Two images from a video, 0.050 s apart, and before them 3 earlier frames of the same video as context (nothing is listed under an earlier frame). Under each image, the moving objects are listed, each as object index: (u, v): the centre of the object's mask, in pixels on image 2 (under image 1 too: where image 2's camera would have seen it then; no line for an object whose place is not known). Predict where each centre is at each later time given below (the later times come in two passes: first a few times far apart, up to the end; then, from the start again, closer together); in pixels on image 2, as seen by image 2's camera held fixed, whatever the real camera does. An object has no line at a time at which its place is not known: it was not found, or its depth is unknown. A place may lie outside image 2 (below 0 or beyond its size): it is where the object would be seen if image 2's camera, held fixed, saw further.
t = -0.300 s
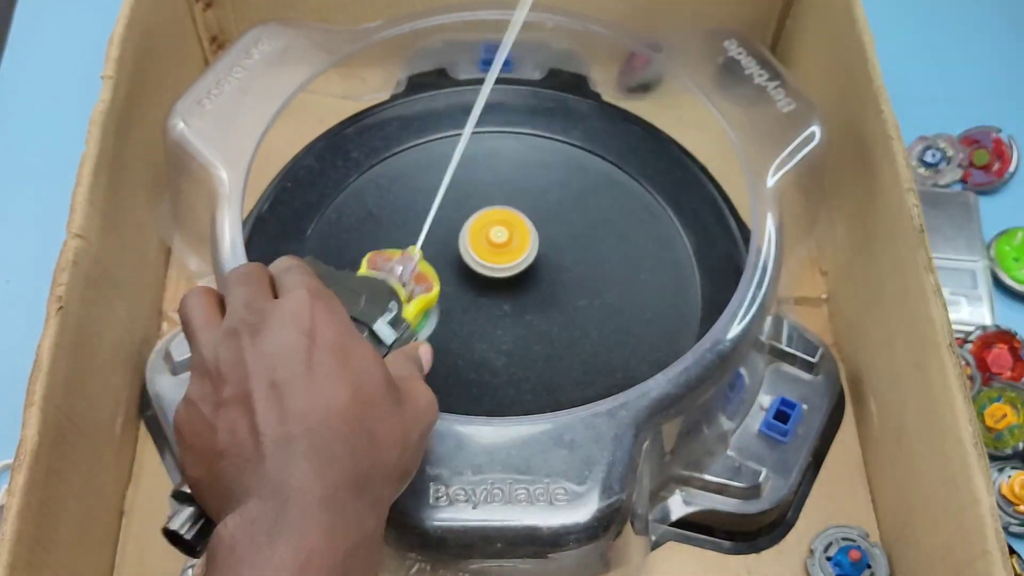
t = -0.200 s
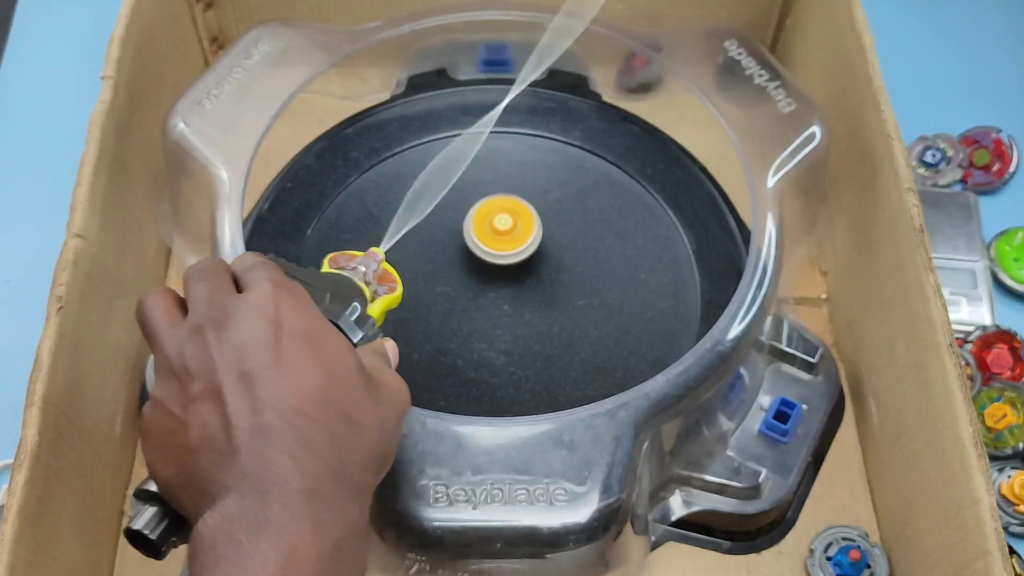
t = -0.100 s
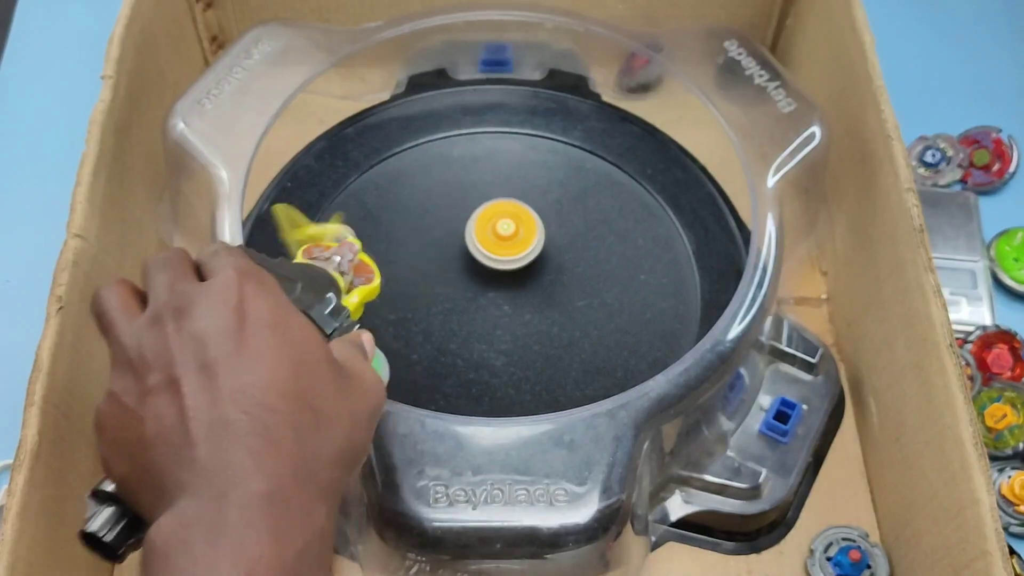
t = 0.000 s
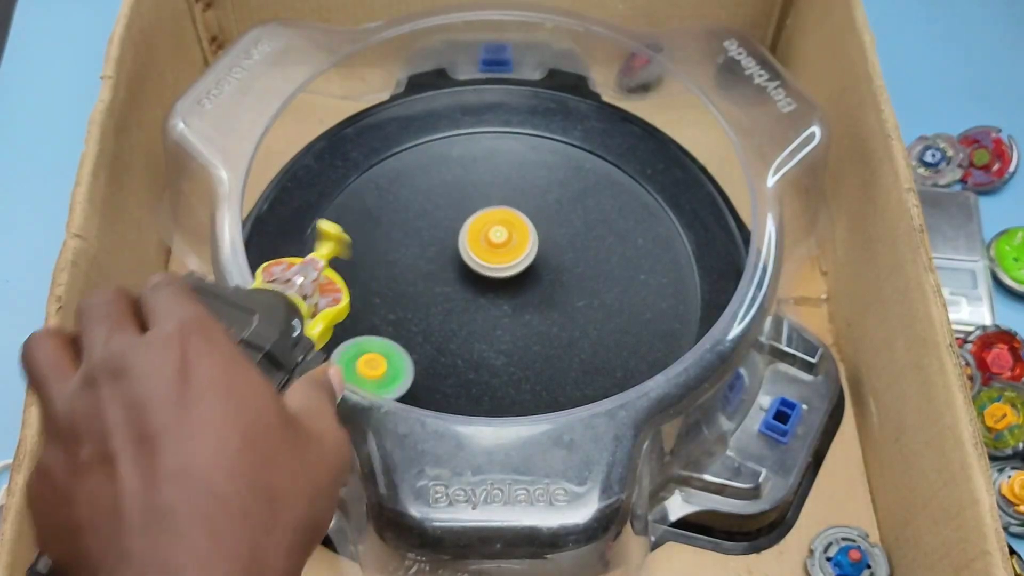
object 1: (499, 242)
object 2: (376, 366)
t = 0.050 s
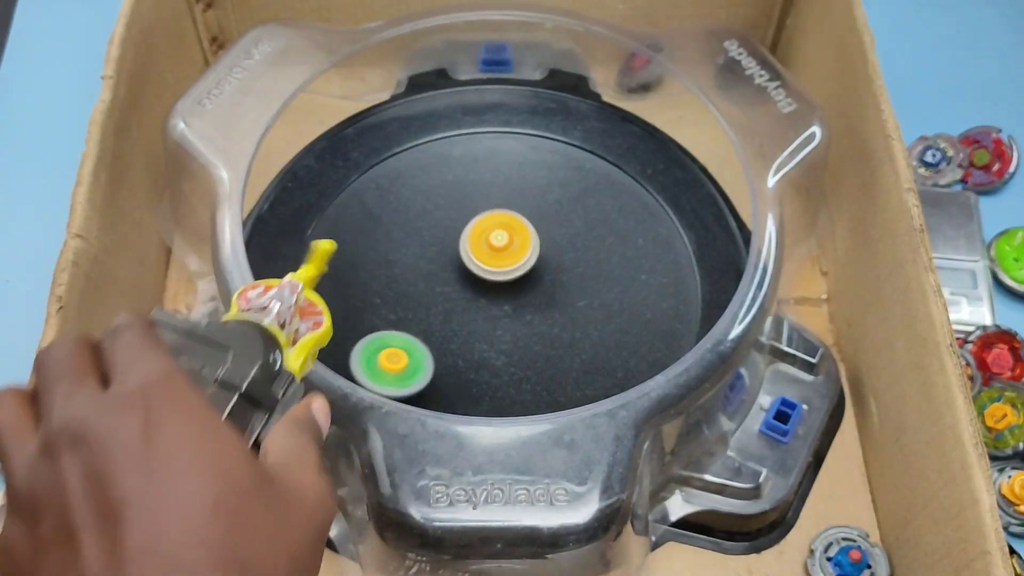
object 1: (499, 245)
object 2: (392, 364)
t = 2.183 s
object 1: (499, 325)
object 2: (530, 202)
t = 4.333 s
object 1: (523, 234)
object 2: (471, 343)
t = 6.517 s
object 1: (461, 281)
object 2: (521, 227)
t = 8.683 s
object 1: (517, 285)
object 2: (488, 346)
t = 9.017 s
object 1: (509, 286)
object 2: (448, 329)
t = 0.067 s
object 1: (501, 247)
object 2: (399, 358)
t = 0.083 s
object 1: (502, 248)
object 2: (406, 353)
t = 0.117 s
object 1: (504, 250)
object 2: (422, 343)
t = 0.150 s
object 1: (507, 253)
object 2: (436, 333)
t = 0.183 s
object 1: (512, 256)
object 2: (449, 322)
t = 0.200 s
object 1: (515, 256)
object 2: (454, 316)
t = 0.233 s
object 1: (520, 257)
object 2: (463, 305)
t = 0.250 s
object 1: (523, 257)
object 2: (466, 299)
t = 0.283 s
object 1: (549, 246)
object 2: (451, 296)
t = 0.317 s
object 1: (570, 237)
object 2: (435, 293)
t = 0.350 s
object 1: (584, 229)
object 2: (426, 289)
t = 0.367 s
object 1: (589, 226)
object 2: (423, 287)
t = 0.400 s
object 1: (594, 221)
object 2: (417, 282)
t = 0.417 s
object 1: (594, 218)
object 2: (415, 280)
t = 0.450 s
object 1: (594, 212)
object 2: (412, 275)
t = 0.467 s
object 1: (593, 209)
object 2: (410, 273)
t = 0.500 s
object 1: (589, 203)
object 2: (407, 270)
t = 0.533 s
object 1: (583, 198)
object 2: (404, 267)
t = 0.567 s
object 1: (574, 194)
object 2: (401, 264)
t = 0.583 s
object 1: (569, 193)
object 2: (400, 263)
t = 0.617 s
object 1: (559, 194)
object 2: (398, 262)
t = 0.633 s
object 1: (554, 196)
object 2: (398, 261)
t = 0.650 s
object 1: (549, 198)
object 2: (398, 260)
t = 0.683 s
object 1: (541, 203)
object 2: (399, 258)
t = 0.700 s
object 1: (538, 207)
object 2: (400, 258)
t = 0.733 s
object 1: (533, 213)
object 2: (402, 256)
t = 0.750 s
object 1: (531, 216)
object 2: (403, 256)
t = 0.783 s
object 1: (528, 223)
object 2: (405, 255)
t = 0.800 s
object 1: (528, 227)
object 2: (406, 255)
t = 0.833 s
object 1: (528, 236)
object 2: (407, 253)
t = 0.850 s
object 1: (528, 241)
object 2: (408, 253)
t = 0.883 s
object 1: (530, 250)
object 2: (409, 253)
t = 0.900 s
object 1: (532, 255)
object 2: (410, 252)
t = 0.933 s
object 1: (536, 263)
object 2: (411, 250)
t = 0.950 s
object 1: (538, 268)
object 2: (412, 249)
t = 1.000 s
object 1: (544, 281)
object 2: (416, 246)
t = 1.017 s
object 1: (547, 284)
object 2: (418, 246)
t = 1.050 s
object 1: (553, 289)
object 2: (421, 245)
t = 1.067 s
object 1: (556, 290)
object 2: (422, 245)
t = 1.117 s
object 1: (566, 297)
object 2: (429, 241)
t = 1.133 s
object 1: (569, 299)
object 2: (432, 239)
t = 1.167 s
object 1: (576, 301)
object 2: (437, 236)
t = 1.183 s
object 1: (579, 301)
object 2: (440, 235)
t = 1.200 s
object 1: (582, 301)
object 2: (442, 234)
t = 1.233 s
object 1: (587, 298)
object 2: (448, 232)
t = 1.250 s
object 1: (589, 296)
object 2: (452, 230)
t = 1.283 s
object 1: (593, 294)
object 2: (459, 227)
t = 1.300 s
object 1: (595, 292)
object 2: (462, 225)
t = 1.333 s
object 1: (595, 288)
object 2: (469, 221)
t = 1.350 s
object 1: (592, 287)
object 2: (472, 219)
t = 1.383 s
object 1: (587, 285)
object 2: (477, 216)
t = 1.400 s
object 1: (584, 284)
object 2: (480, 214)
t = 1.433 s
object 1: (577, 284)
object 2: (485, 212)
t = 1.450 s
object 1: (574, 284)
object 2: (488, 211)
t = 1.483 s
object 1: (568, 285)
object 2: (492, 210)
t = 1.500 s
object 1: (565, 286)
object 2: (494, 210)
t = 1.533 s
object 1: (560, 289)
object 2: (498, 209)
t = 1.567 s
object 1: (553, 293)
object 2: (502, 208)
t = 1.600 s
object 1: (548, 296)
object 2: (505, 207)
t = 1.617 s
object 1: (545, 299)
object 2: (507, 207)
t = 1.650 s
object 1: (539, 304)
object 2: (512, 206)
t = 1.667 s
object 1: (536, 307)
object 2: (513, 205)
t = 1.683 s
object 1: (533, 310)
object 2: (515, 204)
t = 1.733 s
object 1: (528, 317)
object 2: (520, 202)
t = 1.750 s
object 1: (527, 319)
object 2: (522, 200)
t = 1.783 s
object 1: (526, 325)
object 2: (526, 198)
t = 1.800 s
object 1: (525, 328)
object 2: (529, 198)
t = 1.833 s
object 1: (523, 332)
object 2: (531, 196)
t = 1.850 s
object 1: (523, 334)
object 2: (532, 196)
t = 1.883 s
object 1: (523, 336)
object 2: (533, 195)
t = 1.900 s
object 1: (522, 336)
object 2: (534, 195)
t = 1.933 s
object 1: (524, 336)
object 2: (535, 194)
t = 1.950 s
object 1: (524, 336)
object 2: (536, 194)
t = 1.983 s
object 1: (524, 337)
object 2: (536, 194)
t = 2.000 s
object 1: (524, 336)
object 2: (535, 194)
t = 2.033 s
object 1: (521, 335)
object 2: (534, 195)
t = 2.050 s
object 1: (520, 335)
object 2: (534, 195)
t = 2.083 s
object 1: (515, 332)
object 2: (533, 196)
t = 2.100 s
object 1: (513, 331)
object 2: (532, 196)
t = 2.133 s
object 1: (508, 329)
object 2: (531, 198)
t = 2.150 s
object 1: (505, 327)
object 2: (530, 200)
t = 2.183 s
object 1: (499, 325)
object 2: (530, 202)
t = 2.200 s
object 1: (496, 324)
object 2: (530, 204)
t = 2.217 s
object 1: (492, 324)
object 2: (530, 205)
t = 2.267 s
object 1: (482, 323)
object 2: (529, 210)
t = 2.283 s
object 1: (478, 323)
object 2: (530, 212)
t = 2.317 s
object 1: (473, 324)
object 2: (532, 216)
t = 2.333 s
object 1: (471, 324)
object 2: (534, 218)
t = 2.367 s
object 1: (466, 326)
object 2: (538, 224)
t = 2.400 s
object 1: (461, 328)
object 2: (542, 229)
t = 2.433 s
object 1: (459, 328)
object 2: (547, 233)
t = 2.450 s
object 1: (458, 328)
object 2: (549, 236)
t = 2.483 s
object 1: (457, 328)
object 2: (554, 241)
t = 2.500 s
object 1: (456, 327)
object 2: (556, 243)
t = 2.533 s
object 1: (458, 327)
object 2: (561, 249)
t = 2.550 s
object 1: (458, 327)
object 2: (562, 251)
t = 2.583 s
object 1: (459, 327)
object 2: (565, 254)
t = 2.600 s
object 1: (458, 326)
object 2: (567, 256)
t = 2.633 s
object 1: (456, 324)
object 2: (570, 259)
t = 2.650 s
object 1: (455, 322)
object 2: (572, 260)
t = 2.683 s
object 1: (453, 317)
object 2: (575, 262)
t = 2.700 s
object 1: (453, 314)
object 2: (576, 263)
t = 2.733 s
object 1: (451, 307)
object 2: (580, 265)
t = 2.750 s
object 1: (451, 304)
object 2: (582, 266)
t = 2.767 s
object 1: (450, 301)
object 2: (583, 266)
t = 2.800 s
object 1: (449, 295)
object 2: (585, 268)
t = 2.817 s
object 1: (449, 293)
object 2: (586, 269)
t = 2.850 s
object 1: (446, 289)
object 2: (587, 270)
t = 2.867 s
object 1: (444, 287)
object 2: (588, 271)
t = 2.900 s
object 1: (440, 284)
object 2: (589, 272)
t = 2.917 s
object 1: (437, 282)
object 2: (589, 273)
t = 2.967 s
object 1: (434, 278)
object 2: (591, 275)
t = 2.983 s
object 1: (433, 276)
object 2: (591, 276)
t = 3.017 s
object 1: (432, 274)
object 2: (592, 277)
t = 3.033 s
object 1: (432, 273)
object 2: (592, 278)
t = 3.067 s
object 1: (432, 273)
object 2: (592, 280)
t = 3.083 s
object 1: (433, 272)
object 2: (592, 281)
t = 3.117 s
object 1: (434, 271)
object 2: (590, 282)
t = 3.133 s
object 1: (435, 271)
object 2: (590, 284)
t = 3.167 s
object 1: (435, 269)
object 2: (587, 287)
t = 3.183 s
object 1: (435, 268)
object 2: (586, 288)
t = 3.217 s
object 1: (436, 267)
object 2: (583, 290)
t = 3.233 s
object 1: (437, 265)
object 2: (581, 291)
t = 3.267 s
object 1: (437, 261)
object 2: (578, 294)
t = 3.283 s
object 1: (438, 258)
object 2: (577, 296)
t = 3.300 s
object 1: (439, 256)
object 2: (575, 298)
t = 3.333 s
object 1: (441, 254)
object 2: (572, 302)
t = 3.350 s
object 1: (443, 253)
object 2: (571, 304)
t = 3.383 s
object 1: (447, 251)
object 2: (568, 309)
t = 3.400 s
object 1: (449, 250)
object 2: (566, 311)
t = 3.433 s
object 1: (450, 249)
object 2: (563, 315)
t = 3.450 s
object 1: (451, 249)
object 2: (561, 317)
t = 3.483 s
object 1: (452, 250)
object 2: (558, 321)
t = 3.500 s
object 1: (454, 249)
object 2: (557, 322)
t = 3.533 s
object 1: (457, 247)
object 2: (554, 325)
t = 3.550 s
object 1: (460, 246)
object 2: (552, 327)
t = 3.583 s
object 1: (465, 244)
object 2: (549, 329)
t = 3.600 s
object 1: (467, 242)
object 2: (548, 330)
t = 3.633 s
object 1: (473, 241)
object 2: (544, 333)
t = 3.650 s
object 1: (474, 240)
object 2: (542, 334)
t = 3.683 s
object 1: (477, 237)
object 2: (539, 336)
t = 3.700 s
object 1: (478, 235)
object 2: (537, 337)
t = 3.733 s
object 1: (480, 232)
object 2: (533, 338)
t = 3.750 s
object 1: (482, 231)
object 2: (531, 339)
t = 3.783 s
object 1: (483, 230)
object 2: (528, 341)
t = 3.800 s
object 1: (484, 229)
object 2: (526, 341)
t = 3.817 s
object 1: (484, 229)
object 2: (524, 342)
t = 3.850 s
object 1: (485, 229)
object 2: (520, 343)
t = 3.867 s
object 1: (487, 230)
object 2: (518, 343)
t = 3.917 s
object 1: (491, 228)
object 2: (513, 345)
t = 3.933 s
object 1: (492, 228)
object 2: (511, 346)
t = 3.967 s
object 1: (495, 227)
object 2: (508, 346)
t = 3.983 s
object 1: (497, 228)
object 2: (506, 346)
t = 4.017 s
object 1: (501, 228)
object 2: (503, 346)
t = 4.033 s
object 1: (502, 228)
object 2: (501, 347)
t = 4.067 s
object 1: (505, 229)
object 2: (497, 346)
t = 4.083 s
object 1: (506, 229)
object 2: (496, 346)
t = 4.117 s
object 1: (508, 230)
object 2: (492, 346)
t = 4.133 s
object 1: (509, 231)
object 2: (491, 346)
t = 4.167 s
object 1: (511, 232)
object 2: (487, 345)
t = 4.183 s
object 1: (511, 232)
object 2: (485, 345)
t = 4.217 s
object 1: (512, 232)
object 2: (482, 345)
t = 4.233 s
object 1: (513, 233)
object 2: (480, 345)
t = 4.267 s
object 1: (516, 233)
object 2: (477, 345)
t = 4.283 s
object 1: (518, 233)
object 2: (476, 345)
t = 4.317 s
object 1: (522, 234)
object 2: (472, 344)
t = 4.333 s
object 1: (523, 234)
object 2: (471, 343)
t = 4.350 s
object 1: (525, 234)
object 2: (469, 342)
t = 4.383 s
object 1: (530, 235)
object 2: (466, 341)
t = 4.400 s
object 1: (533, 237)
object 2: (464, 341)
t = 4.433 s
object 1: (537, 238)
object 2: (460, 340)
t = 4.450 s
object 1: (538, 239)
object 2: (459, 339)
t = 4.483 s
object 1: (540, 242)
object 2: (457, 338)
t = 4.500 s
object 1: (542, 243)
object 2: (456, 337)
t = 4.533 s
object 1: (544, 246)
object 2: (454, 335)
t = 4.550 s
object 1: (544, 248)
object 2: (453, 335)
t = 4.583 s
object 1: (544, 251)
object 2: (451, 333)
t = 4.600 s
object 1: (544, 253)
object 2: (450, 332)
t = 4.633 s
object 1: (544, 256)
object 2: (448, 330)
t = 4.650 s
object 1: (545, 257)
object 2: (447, 329)
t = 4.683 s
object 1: (544, 259)
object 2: (446, 327)
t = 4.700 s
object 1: (544, 260)
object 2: (445, 326)
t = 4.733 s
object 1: (545, 262)
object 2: (444, 324)
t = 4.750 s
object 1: (546, 263)
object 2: (443, 323)
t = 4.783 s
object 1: (548, 264)
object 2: (441, 320)
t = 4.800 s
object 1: (549, 264)
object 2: (441, 319)
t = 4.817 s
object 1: (550, 265)
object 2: (440, 318)
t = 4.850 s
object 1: (551, 268)
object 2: (439, 315)
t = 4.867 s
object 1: (552, 269)
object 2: (439, 314)
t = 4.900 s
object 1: (555, 271)
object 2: (438, 311)
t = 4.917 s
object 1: (555, 272)
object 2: (438, 309)
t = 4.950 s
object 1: (555, 275)
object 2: (437, 306)
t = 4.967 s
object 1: (555, 276)
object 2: (437, 304)
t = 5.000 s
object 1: (555, 280)
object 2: (437, 302)
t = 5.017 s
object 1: (555, 281)
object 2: (436, 300)
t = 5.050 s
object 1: (553, 283)
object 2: (436, 297)
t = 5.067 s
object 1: (551, 285)
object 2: (435, 296)
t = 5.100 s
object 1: (548, 288)
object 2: (435, 293)
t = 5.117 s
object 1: (547, 290)
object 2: (435, 292)
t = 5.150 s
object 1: (547, 294)
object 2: (433, 289)
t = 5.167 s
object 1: (547, 295)
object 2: (432, 287)
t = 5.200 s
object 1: (544, 298)
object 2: (432, 283)
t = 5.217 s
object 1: (543, 300)
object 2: (432, 282)
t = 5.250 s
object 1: (543, 302)
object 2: (432, 279)
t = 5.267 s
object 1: (543, 303)
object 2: (432, 276)
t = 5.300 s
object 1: (542, 303)
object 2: (432, 273)
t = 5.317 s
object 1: (540, 304)
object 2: (433, 271)
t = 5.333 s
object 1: (539, 305)
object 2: (433, 270)
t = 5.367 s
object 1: (537, 308)
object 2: (434, 268)
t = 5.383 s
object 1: (536, 309)
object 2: (435, 266)
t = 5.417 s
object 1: (534, 310)
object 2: (436, 263)
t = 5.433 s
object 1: (532, 310)
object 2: (436, 261)
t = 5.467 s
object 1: (527, 311)
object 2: (437, 259)
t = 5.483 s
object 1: (525, 312)
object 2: (437, 258)
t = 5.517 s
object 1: (523, 313)
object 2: (437, 256)
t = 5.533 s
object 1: (521, 313)
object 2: (437, 255)
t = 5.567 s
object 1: (517, 313)
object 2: (437, 253)
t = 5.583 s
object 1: (515, 313)
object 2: (437, 253)
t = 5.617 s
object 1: (512, 315)
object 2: (437, 251)
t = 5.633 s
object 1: (511, 316)
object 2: (438, 250)
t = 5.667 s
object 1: (509, 317)
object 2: (440, 249)
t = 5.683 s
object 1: (507, 317)
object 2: (441, 248)
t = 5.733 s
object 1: (504, 319)
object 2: (444, 245)
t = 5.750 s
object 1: (503, 319)
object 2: (446, 243)
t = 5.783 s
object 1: (500, 319)
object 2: (449, 242)
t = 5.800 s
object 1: (498, 319)
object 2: (450, 241)
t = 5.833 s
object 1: (494, 318)
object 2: (453, 240)
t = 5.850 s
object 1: (493, 318)
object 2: (455, 239)
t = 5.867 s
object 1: (491, 318)
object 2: (456, 239)
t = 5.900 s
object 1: (489, 316)
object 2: (458, 237)
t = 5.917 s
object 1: (487, 315)
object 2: (460, 237)
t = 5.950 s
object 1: (484, 313)
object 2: (463, 237)
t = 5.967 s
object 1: (483, 313)
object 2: (465, 236)
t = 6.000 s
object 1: (482, 312)
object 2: (468, 235)
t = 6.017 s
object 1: (482, 311)
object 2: (470, 234)
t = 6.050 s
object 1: (481, 310)
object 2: (474, 233)
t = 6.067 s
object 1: (479, 309)
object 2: (476, 232)
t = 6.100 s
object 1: (476, 308)
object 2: (480, 230)
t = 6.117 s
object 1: (475, 308)
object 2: (482, 229)
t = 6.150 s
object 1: (471, 306)
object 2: (486, 229)
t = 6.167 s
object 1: (469, 305)
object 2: (488, 229)
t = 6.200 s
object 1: (466, 304)
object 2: (491, 229)
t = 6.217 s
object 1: (465, 303)
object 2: (493, 229)
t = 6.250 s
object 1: (462, 301)
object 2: (496, 228)
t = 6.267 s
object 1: (461, 300)
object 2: (497, 228)
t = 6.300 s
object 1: (459, 296)
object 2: (500, 227)
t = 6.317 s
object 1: (458, 294)
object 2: (502, 227)
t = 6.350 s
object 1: (457, 291)
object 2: (506, 226)
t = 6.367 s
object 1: (457, 289)
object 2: (507, 226)
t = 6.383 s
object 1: (456, 288)
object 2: (509, 227)
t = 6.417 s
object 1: (456, 285)
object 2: (512, 228)
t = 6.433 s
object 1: (456, 284)
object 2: (513, 228)
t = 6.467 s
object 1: (458, 283)
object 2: (517, 227)
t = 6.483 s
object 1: (459, 282)
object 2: (518, 227)
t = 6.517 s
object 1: (461, 281)
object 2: (521, 227)
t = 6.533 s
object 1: (461, 280)
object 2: (522, 228)
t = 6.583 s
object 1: (461, 278)
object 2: (527, 229)
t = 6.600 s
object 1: (462, 278)
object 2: (528, 230)
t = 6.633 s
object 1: (462, 276)
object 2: (531, 232)
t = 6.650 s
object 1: (462, 274)
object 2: (532, 232)
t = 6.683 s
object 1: (460, 271)
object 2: (535, 233)
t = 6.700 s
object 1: (460, 270)
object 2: (536, 233)
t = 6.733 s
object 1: (460, 266)
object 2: (538, 234)
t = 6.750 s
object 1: (461, 264)
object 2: (540, 235)
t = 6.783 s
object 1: (461, 260)
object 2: (543, 236)
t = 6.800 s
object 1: (462, 259)
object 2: (544, 237)
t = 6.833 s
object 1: (464, 256)
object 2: (546, 239)
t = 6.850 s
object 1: (465, 255)
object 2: (548, 240)
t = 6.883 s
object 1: (467, 253)
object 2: (551, 243)
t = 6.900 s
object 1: (468, 253)
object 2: (553, 244)
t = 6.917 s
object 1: (469, 253)
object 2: (555, 245)
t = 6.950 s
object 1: (472, 254)
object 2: (559, 247)
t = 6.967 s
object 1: (474, 254)
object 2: (560, 248)
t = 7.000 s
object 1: (477, 253)
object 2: (563, 249)
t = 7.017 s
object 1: (478, 253)
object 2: (564, 250)
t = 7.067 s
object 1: (479, 252)
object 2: (565, 254)
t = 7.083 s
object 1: (479, 252)
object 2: (565, 255)
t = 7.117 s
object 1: (479, 251)
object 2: (565, 257)
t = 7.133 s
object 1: (479, 251)
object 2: (565, 258)
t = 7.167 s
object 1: (481, 251)
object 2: (565, 259)
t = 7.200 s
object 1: (484, 250)
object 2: (567, 261)
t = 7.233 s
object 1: (489, 249)
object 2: (568, 264)
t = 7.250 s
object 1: (492, 248)
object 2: (568, 265)
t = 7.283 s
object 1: (497, 247)
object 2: (568, 268)
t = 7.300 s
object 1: (494, 244)
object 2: (574, 272)
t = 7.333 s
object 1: (488, 240)
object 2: (585, 280)
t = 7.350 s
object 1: (487, 239)
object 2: (589, 282)
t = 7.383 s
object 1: (485, 239)
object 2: (593, 287)
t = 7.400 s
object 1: (484, 239)
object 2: (593, 288)
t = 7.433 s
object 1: (484, 241)
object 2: (595, 290)
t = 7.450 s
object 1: (484, 242)
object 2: (596, 290)
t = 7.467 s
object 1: (483, 243)
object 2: (597, 291)
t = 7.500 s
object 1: (483, 247)
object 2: (600, 292)
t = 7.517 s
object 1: (483, 248)
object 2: (601, 293)
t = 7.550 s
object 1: (484, 251)
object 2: (603, 295)
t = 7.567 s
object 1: (484, 253)
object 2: (603, 295)
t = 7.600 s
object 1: (484, 257)
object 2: (603, 297)
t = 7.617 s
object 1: (485, 258)
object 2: (603, 298)
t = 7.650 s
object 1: (487, 261)
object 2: (601, 298)
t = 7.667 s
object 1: (488, 262)
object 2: (600, 298)
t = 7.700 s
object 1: (490, 264)
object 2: (598, 298)
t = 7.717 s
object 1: (491, 266)
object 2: (597, 299)
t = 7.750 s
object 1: (494, 268)
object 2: (595, 299)
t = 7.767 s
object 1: (495, 268)
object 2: (594, 299)
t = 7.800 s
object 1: (498, 269)
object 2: (591, 300)
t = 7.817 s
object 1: (499, 269)
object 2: (588, 302)
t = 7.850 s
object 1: (503, 270)
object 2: (584, 304)
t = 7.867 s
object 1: (505, 271)
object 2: (582, 306)
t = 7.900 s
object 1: (508, 270)
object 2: (578, 309)
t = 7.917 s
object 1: (509, 270)
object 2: (576, 312)
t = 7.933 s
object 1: (510, 271)
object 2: (574, 314)
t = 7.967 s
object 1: (511, 271)
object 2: (570, 318)
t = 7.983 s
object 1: (512, 271)
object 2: (567, 320)
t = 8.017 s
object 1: (514, 271)
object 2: (563, 321)
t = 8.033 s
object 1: (515, 271)
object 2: (561, 322)
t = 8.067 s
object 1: (515, 270)
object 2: (557, 325)
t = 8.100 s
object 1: (515, 269)
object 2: (555, 328)
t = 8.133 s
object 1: (516, 268)
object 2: (551, 331)
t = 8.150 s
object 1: (517, 268)
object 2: (549, 333)
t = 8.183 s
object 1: (517, 268)
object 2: (546, 336)
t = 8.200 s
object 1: (517, 269)
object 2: (544, 337)
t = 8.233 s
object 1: (518, 271)
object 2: (541, 340)
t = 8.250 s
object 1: (518, 271)
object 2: (540, 341)
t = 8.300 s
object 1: (517, 273)
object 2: (535, 344)
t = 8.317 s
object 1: (516, 274)
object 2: (533, 345)
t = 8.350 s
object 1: (517, 276)
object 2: (529, 346)
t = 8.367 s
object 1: (517, 276)
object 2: (527, 347)
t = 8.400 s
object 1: (517, 277)
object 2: (523, 347)
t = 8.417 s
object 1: (516, 278)
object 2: (521, 348)
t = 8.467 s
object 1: (516, 280)
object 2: (514, 349)
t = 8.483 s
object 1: (517, 280)
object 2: (512, 349)
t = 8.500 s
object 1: (517, 280)
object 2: (510, 349)
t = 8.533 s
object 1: (516, 281)
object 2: (507, 349)
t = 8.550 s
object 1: (516, 282)
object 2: (504, 349)
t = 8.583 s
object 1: (517, 283)
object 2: (500, 348)
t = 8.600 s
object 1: (517, 283)
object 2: (498, 348)
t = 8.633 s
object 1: (517, 284)
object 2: (493, 347)
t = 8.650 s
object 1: (517, 284)
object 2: (491, 347)
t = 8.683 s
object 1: (517, 285)
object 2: (488, 346)
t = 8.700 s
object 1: (517, 285)
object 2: (486, 346)
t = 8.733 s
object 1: (517, 286)
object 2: (481, 345)
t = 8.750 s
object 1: (517, 286)
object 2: (479, 344)
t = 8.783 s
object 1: (516, 286)
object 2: (476, 342)
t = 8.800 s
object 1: (515, 287)
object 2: (473, 342)
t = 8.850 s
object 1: (514, 287)
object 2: (467, 340)
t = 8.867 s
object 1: (514, 287)
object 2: (465, 339)
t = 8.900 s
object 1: (512, 287)
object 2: (461, 337)
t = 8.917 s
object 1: (512, 287)
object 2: (459, 336)
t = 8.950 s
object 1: (510, 287)
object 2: (456, 333)
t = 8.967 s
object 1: (510, 287)
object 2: (454, 332)
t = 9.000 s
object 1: (509, 286)
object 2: (449, 330)
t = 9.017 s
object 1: (509, 286)
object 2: (448, 329)
